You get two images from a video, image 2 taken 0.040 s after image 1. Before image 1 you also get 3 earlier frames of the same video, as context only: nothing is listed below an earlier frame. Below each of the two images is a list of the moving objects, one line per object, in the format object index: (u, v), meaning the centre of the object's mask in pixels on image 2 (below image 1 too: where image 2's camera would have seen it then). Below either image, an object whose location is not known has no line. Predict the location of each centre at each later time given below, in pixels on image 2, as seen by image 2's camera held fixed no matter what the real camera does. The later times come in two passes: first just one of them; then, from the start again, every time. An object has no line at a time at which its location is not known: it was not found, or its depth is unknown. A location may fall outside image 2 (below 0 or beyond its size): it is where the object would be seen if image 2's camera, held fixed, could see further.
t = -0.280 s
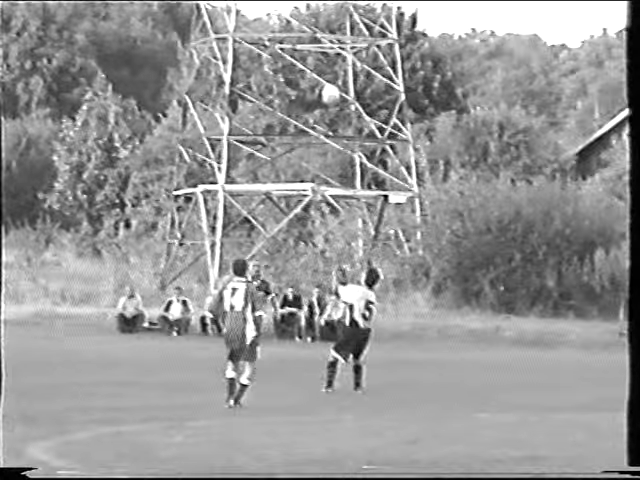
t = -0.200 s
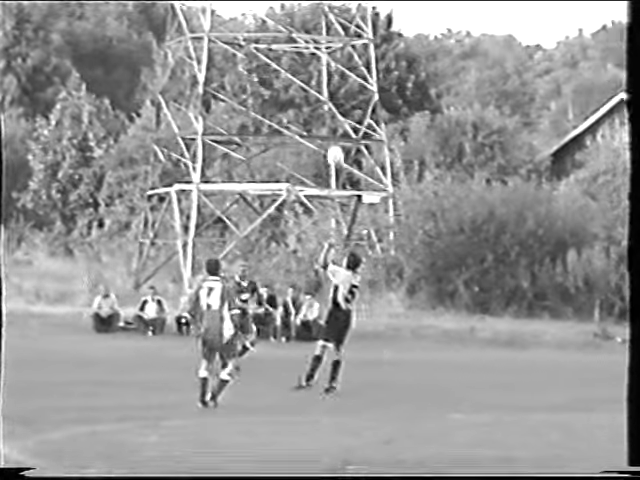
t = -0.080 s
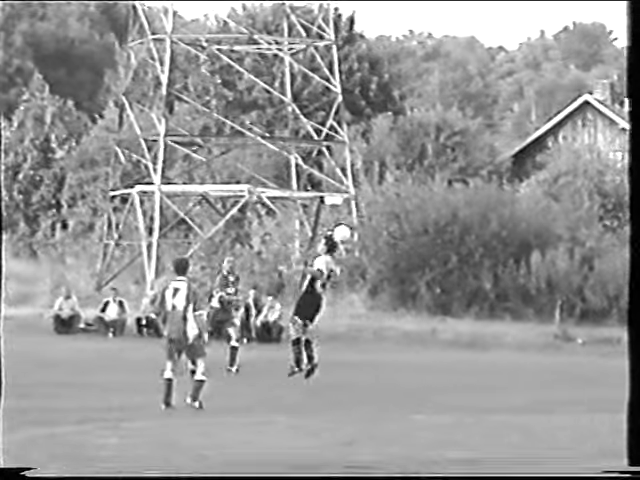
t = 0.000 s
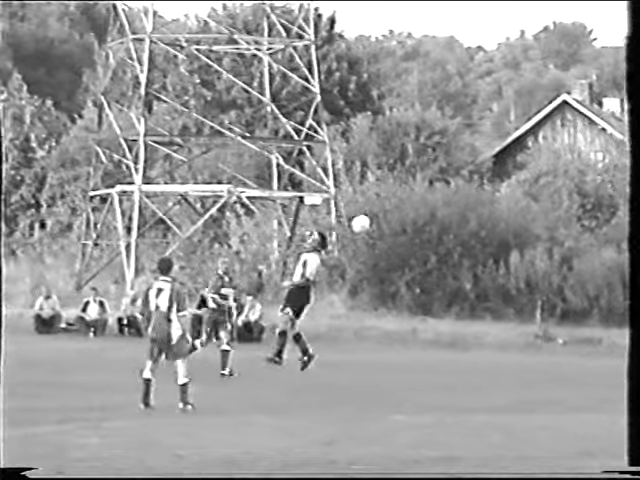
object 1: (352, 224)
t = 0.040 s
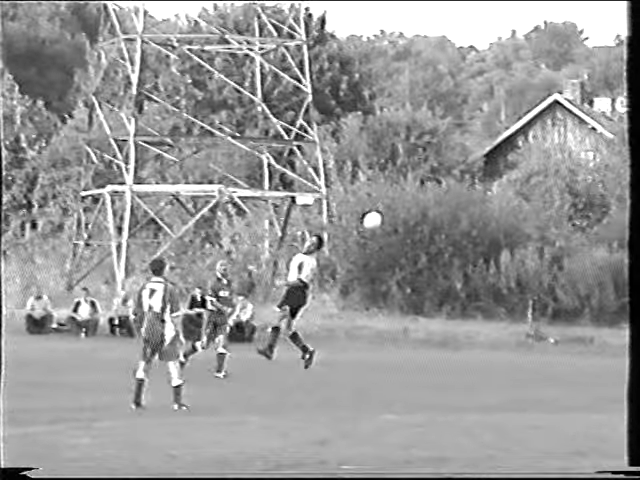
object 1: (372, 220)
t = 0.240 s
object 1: (473, 227)
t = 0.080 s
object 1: (392, 219)
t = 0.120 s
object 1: (412, 219)
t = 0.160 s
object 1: (431, 220)
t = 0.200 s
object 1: (453, 223)
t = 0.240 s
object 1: (473, 227)
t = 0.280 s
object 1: (494, 233)
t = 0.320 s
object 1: (512, 241)
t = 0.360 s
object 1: (533, 250)
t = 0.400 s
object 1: (553, 261)
